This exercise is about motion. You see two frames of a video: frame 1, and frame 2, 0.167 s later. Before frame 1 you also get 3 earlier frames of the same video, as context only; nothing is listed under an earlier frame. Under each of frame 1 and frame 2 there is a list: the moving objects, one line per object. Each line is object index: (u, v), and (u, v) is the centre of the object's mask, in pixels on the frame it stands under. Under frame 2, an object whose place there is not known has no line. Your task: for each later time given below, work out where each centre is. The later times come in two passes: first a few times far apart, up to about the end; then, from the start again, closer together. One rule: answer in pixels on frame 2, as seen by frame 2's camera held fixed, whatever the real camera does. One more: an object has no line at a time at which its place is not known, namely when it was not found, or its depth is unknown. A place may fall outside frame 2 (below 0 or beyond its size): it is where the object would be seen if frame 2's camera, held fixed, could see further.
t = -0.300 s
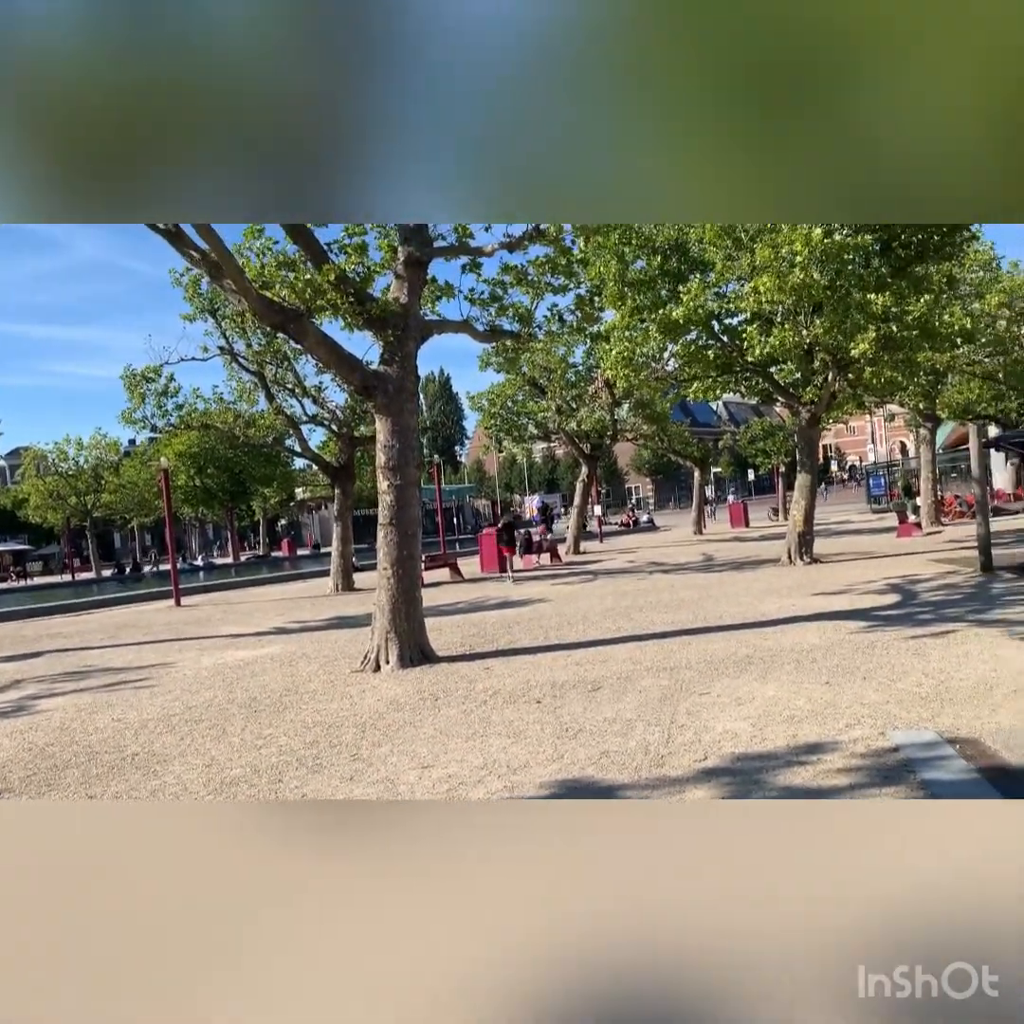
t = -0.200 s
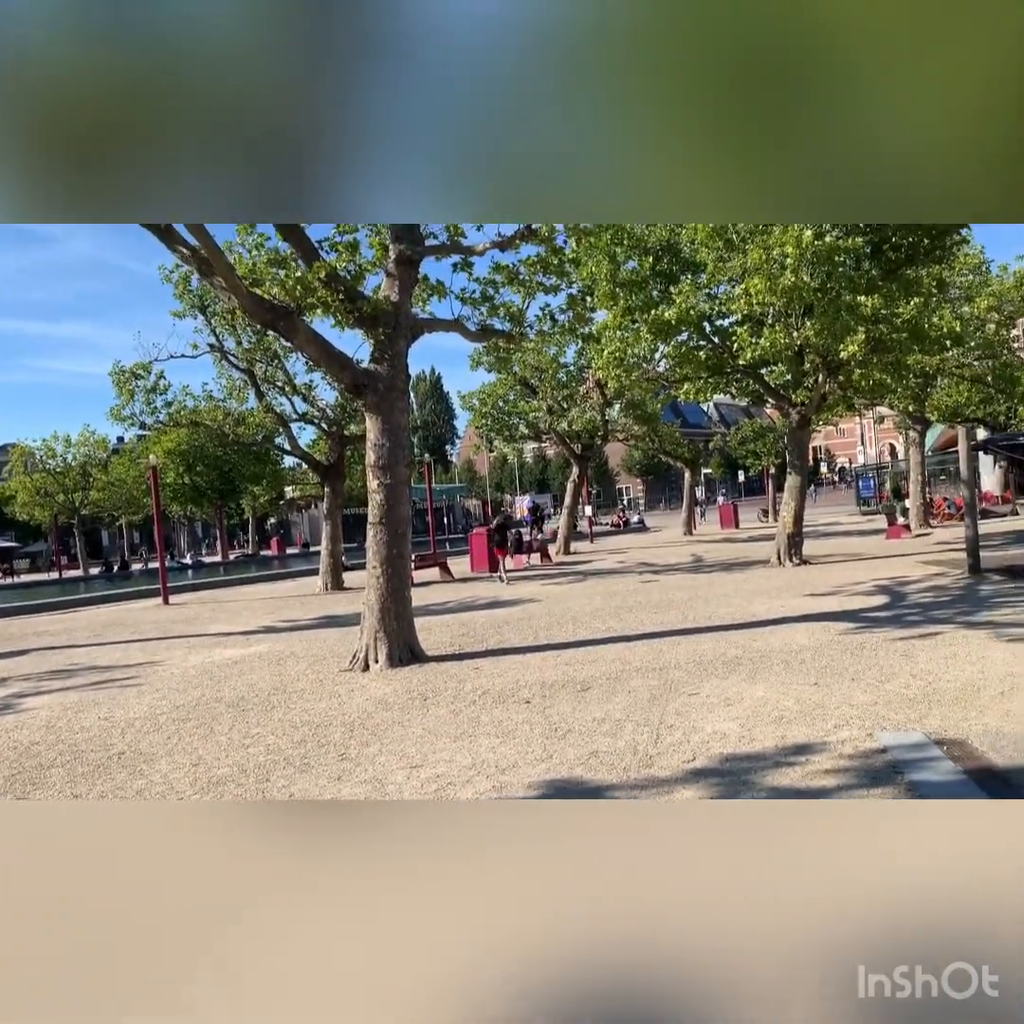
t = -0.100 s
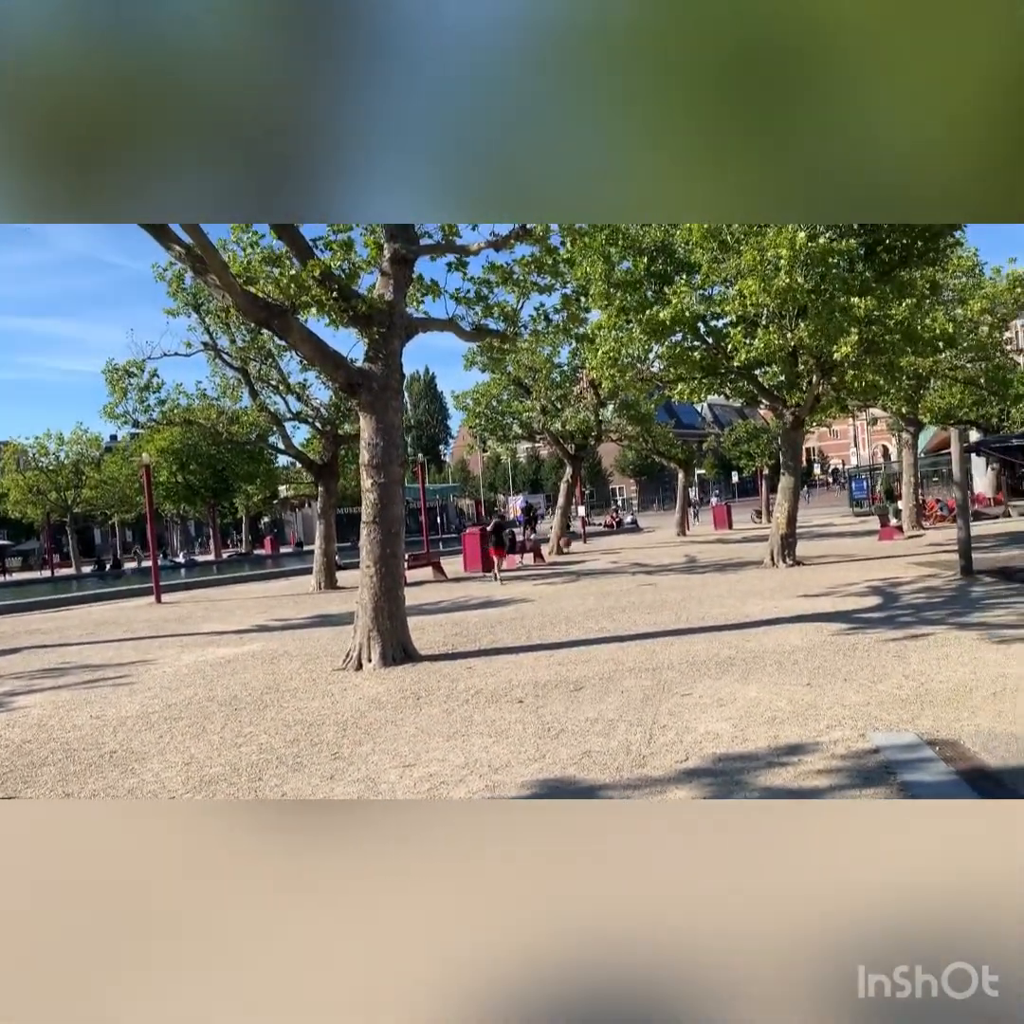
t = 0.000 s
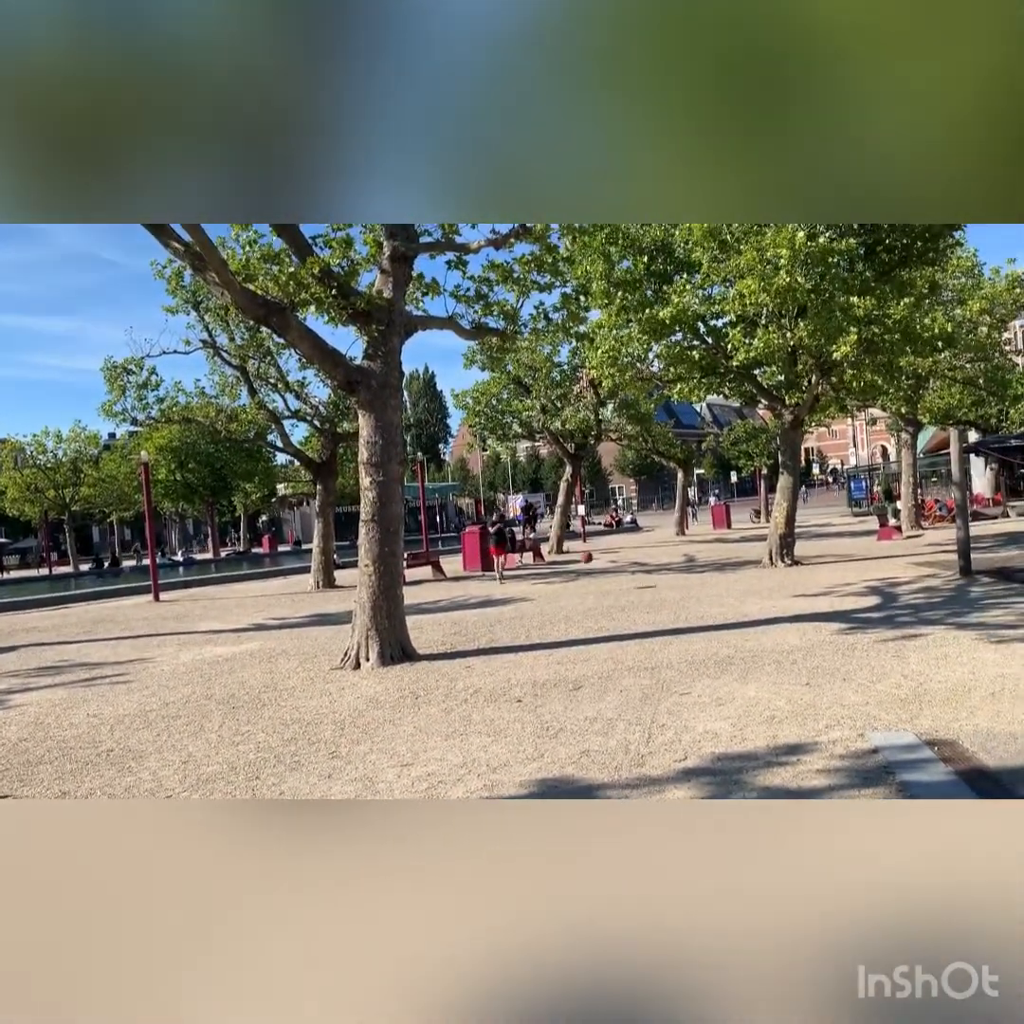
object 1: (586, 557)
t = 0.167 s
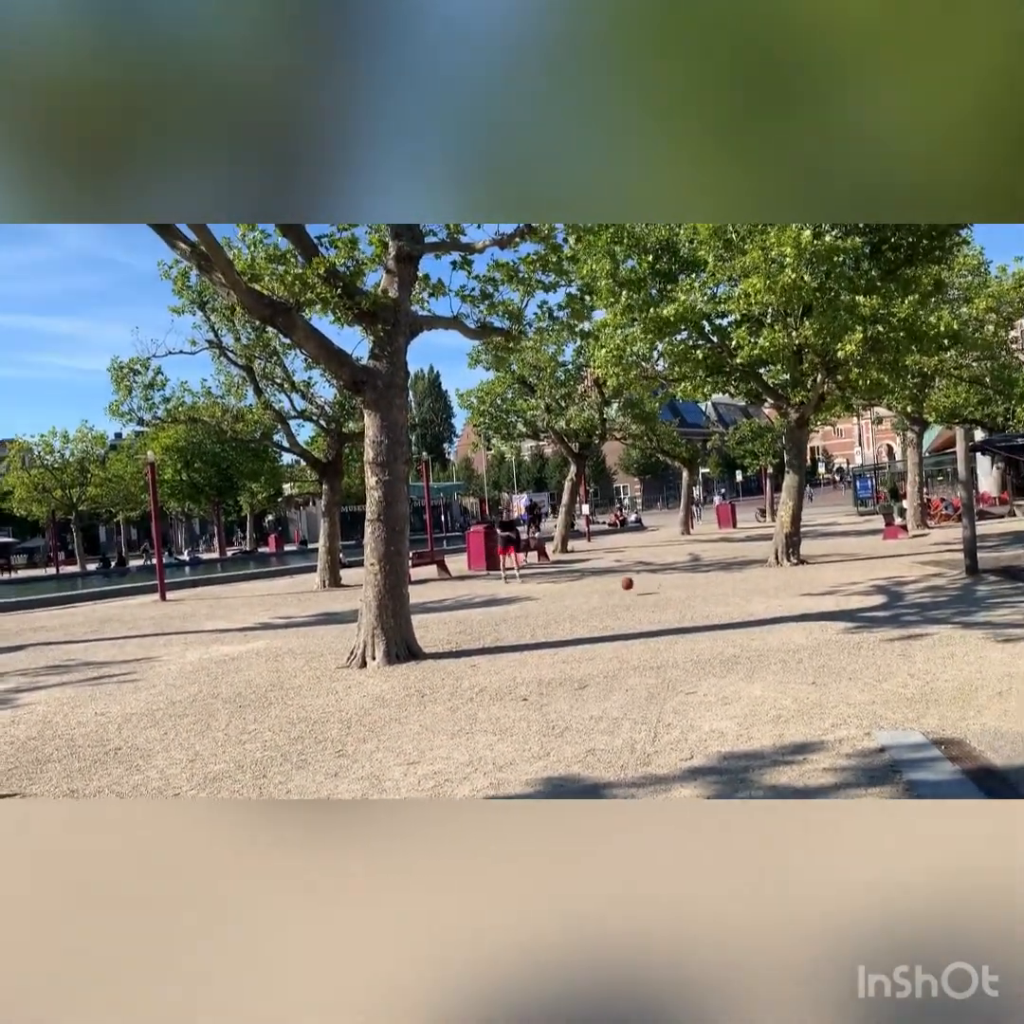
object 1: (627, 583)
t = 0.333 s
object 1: (648, 554)
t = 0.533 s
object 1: (679, 538)
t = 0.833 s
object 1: (738, 562)
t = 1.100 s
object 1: (799, 576)
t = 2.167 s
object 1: (1156, 579)
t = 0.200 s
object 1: (631, 576)
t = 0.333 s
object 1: (648, 554)
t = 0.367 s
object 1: (653, 550)
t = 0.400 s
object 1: (659, 547)
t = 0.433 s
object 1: (663, 543)
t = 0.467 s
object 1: (668, 541)
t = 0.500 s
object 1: (673, 539)
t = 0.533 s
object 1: (679, 538)
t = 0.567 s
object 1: (685, 538)
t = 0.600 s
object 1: (691, 538)
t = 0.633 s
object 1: (697, 540)
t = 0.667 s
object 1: (703, 541)
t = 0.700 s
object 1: (710, 544)
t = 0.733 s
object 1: (717, 546)
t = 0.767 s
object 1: (724, 551)
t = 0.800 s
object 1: (732, 557)
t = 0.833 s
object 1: (738, 562)
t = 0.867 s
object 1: (746, 570)
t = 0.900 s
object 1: (753, 578)
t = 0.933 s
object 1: (760, 587)
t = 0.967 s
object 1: (768, 597)
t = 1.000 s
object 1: (775, 599)
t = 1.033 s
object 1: (782, 591)
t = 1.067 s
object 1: (791, 584)
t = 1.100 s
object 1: (799, 576)
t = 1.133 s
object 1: (807, 570)
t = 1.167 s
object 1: (815, 565)
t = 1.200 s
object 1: (825, 561)
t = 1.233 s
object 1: (834, 558)
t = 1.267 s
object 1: (843, 555)
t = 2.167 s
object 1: (1156, 579)
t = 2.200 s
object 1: (1169, 586)
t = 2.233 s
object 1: (1185, 594)
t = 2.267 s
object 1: (1201, 603)
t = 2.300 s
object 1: (1218, 614)
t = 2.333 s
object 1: (1235, 626)
